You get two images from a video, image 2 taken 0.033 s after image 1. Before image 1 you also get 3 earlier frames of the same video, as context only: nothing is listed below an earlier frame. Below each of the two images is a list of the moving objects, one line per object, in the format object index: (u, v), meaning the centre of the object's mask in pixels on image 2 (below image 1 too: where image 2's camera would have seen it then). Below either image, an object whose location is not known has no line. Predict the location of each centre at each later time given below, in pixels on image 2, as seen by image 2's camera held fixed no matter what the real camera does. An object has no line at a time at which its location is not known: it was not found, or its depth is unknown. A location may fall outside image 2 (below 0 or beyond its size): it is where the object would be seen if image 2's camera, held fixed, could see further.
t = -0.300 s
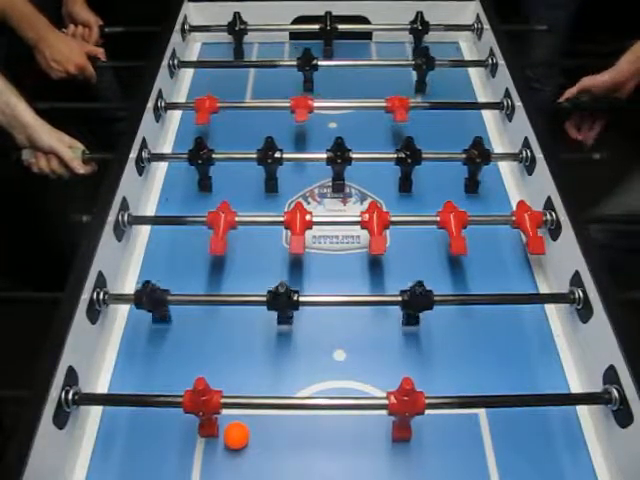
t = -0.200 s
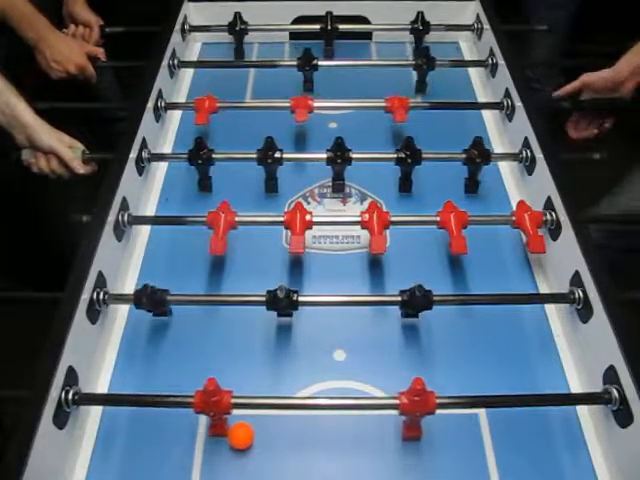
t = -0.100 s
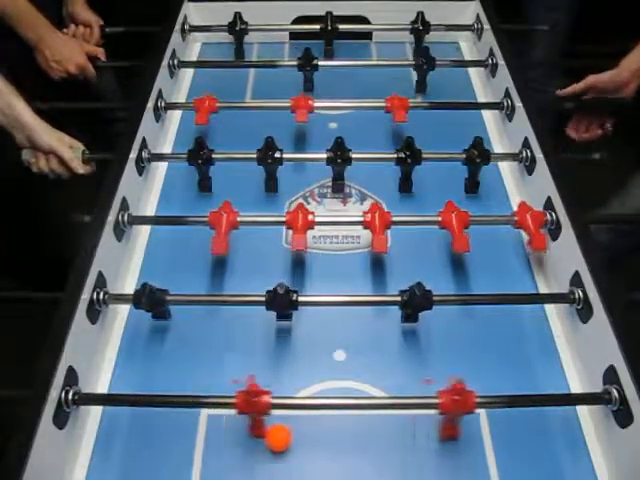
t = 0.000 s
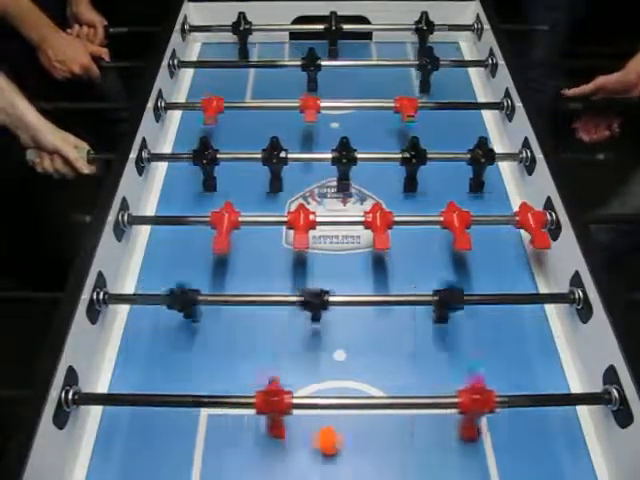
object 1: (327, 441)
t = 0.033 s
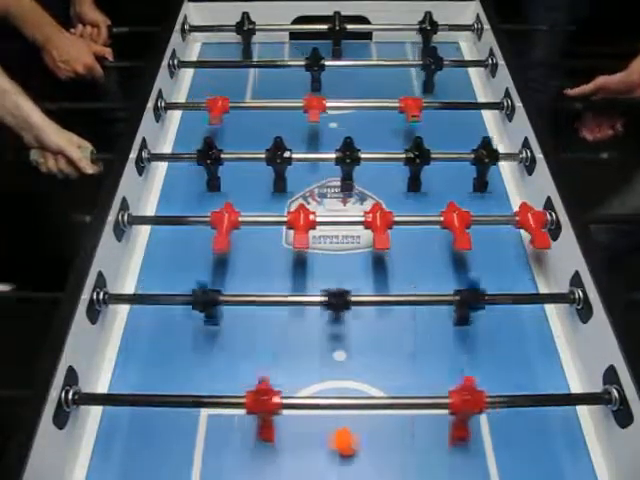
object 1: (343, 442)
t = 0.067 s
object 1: (360, 443)
